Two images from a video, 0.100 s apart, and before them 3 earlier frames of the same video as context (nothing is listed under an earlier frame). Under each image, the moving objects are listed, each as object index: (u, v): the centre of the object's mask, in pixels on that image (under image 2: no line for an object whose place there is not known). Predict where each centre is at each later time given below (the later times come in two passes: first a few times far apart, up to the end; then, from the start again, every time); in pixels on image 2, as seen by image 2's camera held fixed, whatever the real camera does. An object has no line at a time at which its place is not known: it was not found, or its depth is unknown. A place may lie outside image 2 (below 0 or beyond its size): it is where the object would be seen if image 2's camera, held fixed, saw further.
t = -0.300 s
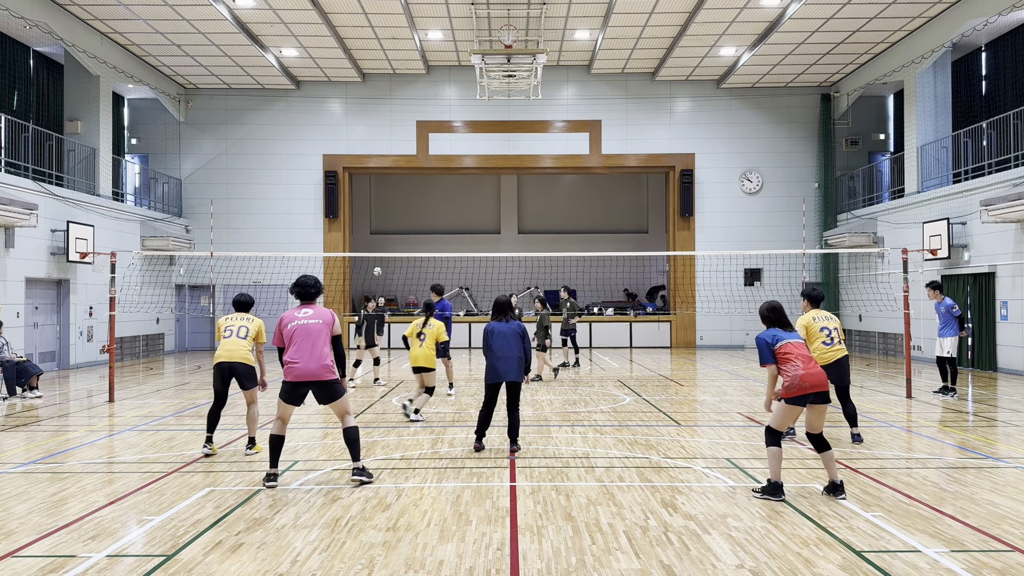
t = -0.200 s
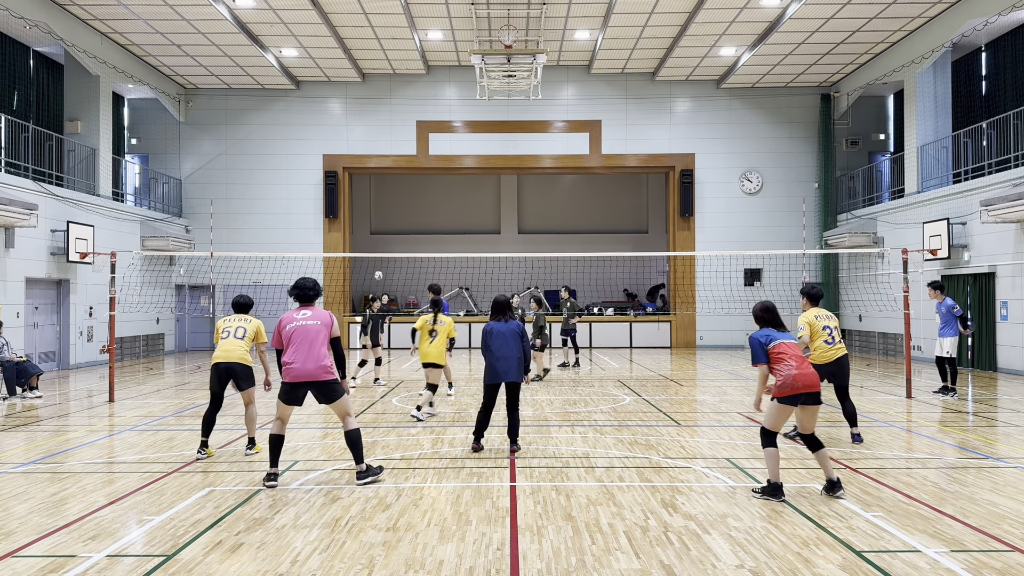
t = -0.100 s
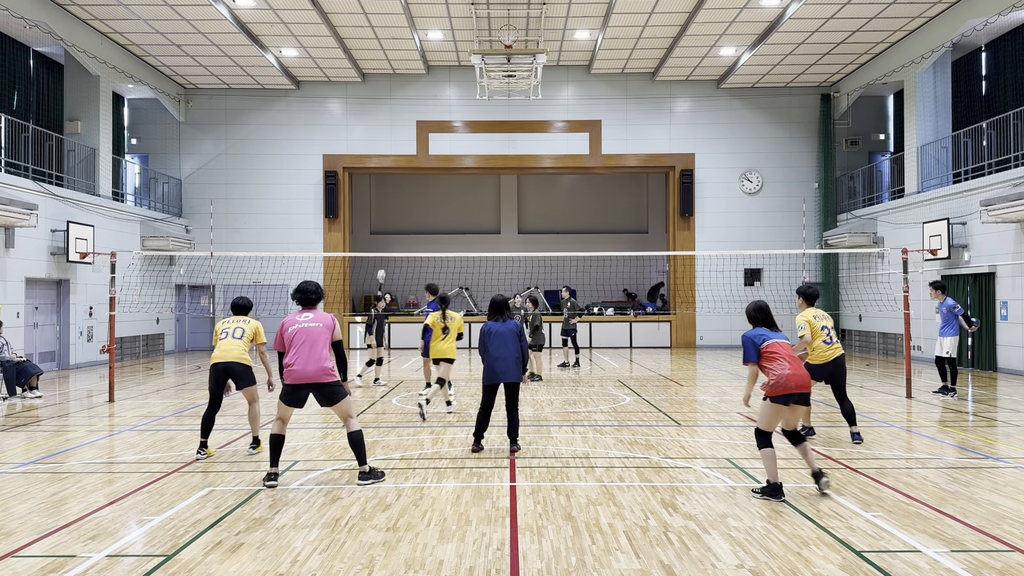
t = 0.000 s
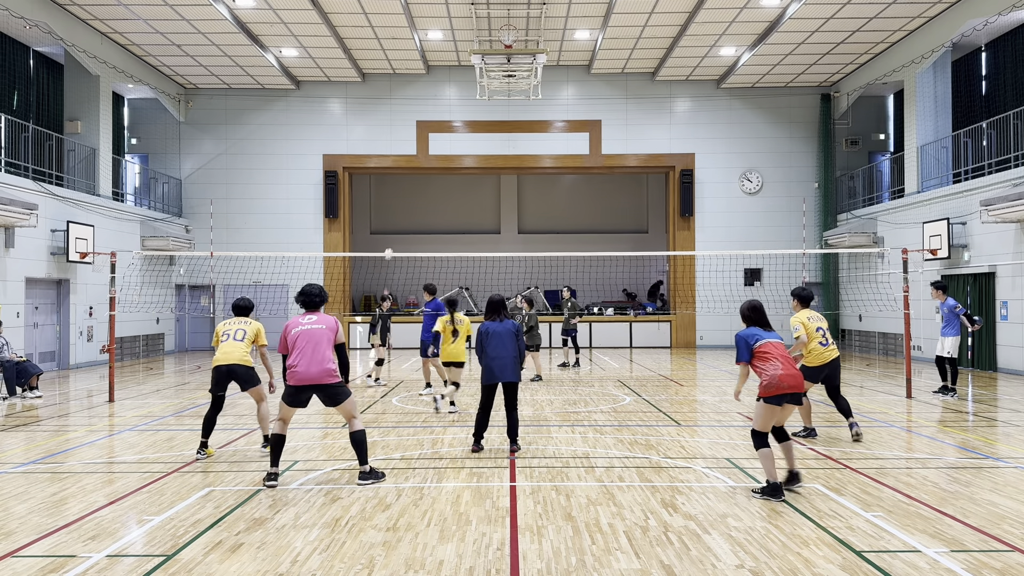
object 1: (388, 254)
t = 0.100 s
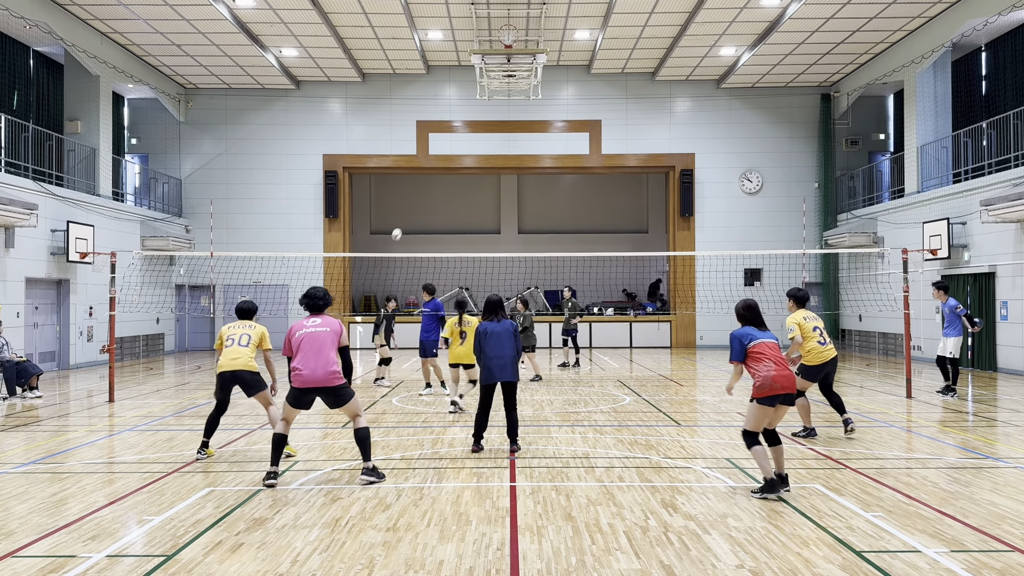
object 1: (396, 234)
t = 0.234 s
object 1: (411, 211)
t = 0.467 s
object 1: (445, 186)
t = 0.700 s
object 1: (497, 191)
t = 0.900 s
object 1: (565, 231)
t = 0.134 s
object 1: (400, 228)
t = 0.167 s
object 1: (403, 222)
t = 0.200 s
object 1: (407, 216)
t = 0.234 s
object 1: (411, 211)
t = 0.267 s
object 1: (415, 206)
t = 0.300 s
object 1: (420, 202)
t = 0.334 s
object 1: (424, 198)
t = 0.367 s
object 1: (429, 194)
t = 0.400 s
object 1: (434, 191)
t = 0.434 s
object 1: (440, 189)
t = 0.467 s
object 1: (445, 186)
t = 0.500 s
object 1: (451, 186)
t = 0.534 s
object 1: (457, 185)
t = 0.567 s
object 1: (464, 185)
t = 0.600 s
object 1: (472, 185)
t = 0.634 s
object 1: (480, 187)
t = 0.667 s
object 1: (488, 189)
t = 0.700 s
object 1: (497, 191)
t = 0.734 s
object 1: (506, 195)
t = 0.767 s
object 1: (516, 200)
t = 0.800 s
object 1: (527, 205)
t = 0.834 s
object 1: (539, 212)
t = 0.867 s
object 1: (551, 221)
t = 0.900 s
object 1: (565, 231)
